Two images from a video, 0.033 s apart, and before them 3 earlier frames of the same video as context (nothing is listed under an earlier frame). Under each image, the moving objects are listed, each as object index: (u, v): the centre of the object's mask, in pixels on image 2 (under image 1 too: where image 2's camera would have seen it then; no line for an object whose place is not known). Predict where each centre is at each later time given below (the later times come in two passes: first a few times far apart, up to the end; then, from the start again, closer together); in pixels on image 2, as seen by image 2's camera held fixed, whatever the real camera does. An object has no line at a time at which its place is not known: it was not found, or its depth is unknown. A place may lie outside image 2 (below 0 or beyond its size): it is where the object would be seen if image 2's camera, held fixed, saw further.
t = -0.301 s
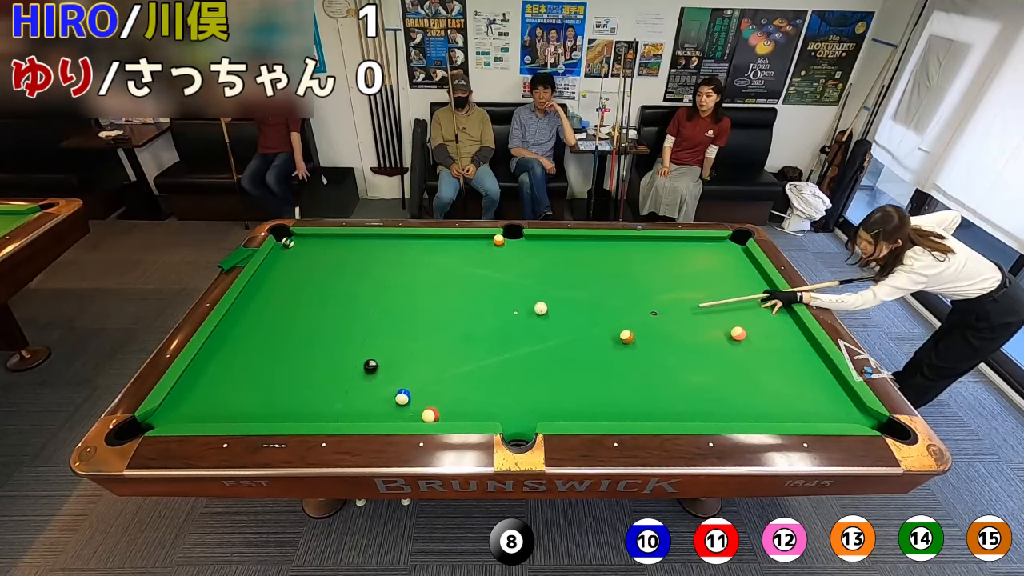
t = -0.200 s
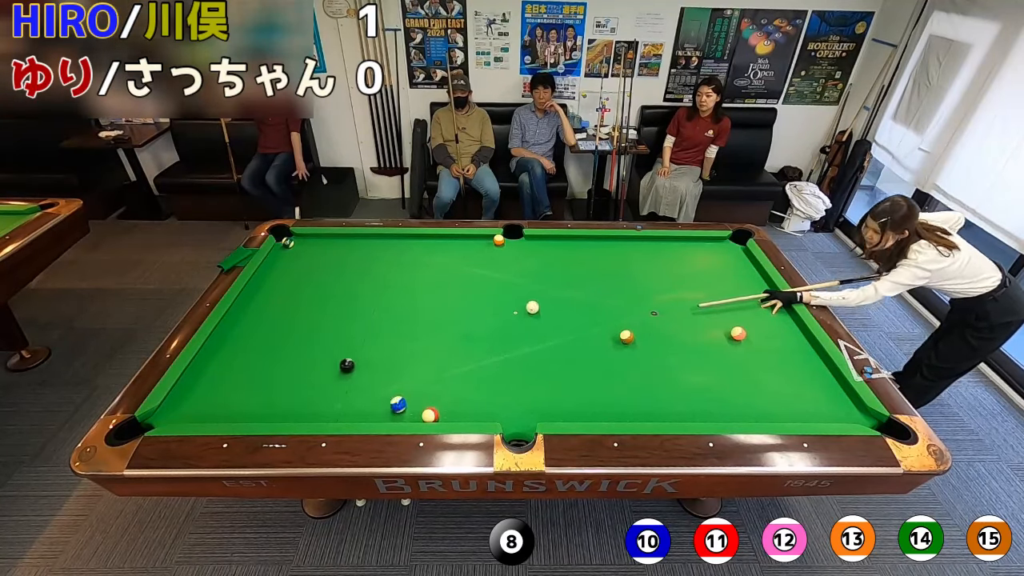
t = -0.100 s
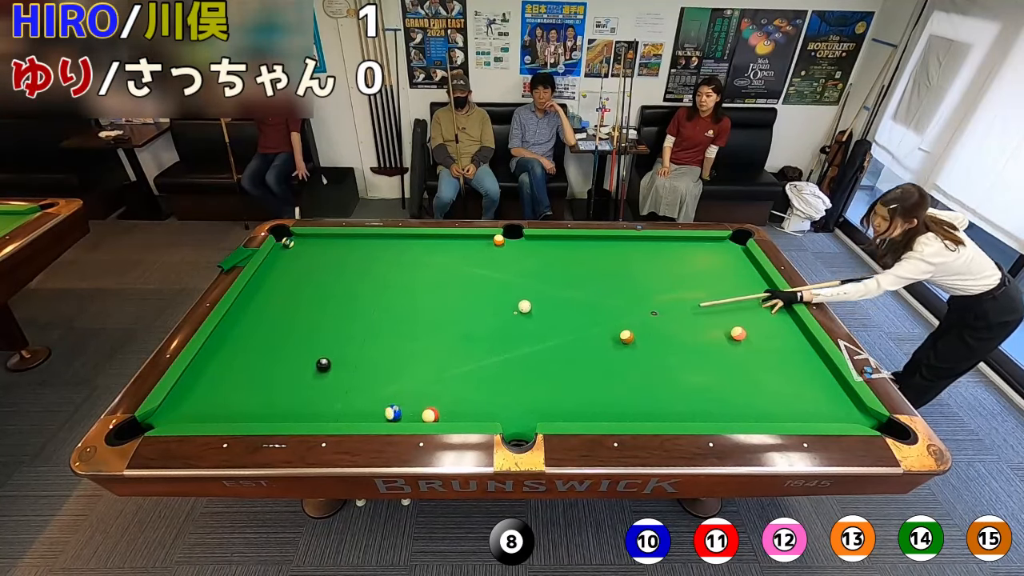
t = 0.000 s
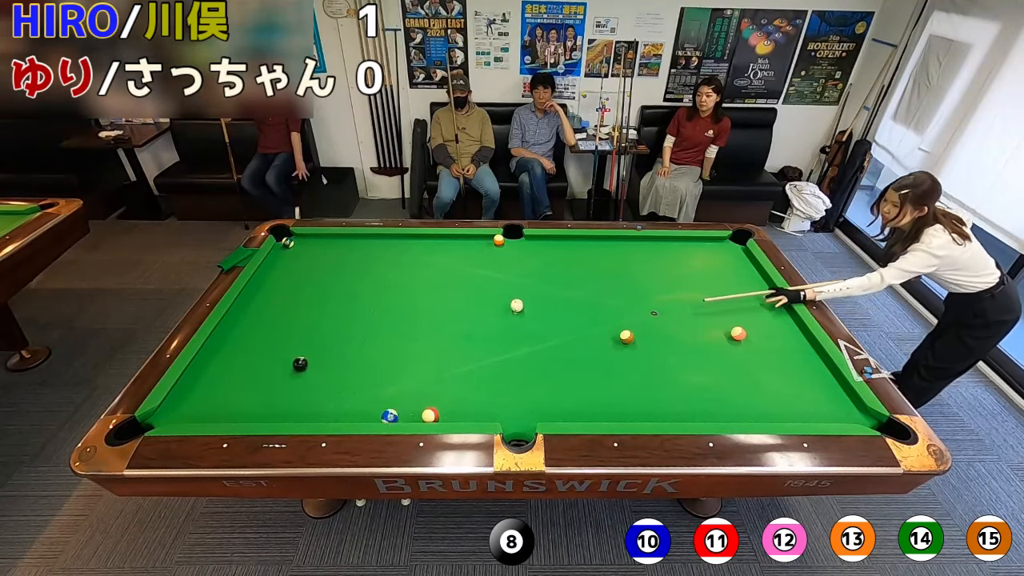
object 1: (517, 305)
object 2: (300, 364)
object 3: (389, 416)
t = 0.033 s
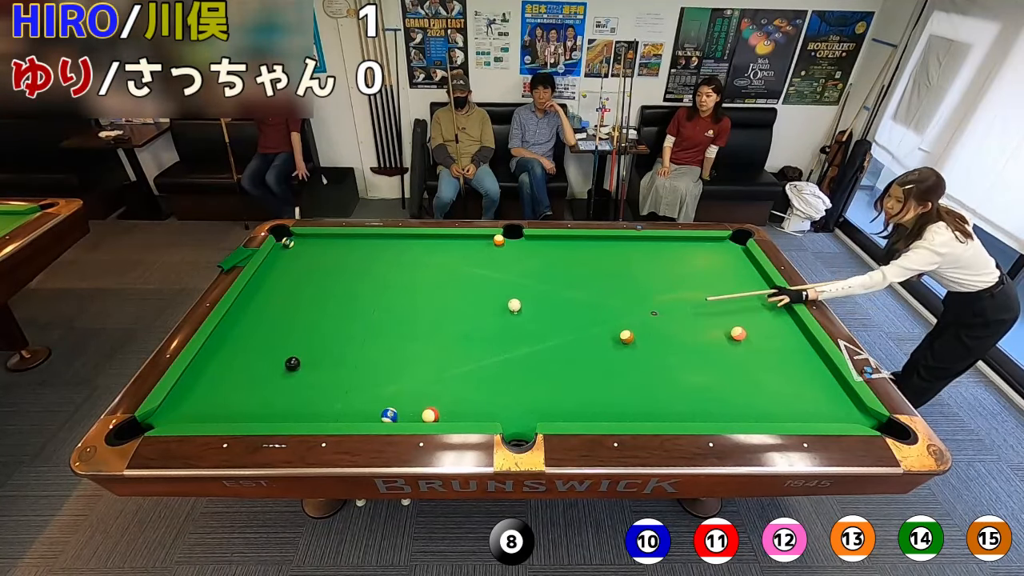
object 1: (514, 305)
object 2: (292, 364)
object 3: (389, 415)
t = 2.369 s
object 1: (395, 293)
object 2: (388, 348)
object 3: (374, 371)
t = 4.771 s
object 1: (370, 291)
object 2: (500, 338)
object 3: (374, 371)
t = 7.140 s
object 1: (370, 291)
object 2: (510, 337)
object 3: (374, 371)
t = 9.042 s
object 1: (370, 291)
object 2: (511, 338)
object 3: (374, 371)
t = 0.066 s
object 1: (512, 305)
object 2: (284, 363)
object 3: (389, 414)
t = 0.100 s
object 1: (509, 305)
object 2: (277, 363)
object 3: (388, 414)
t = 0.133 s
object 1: (507, 304)
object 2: (269, 363)
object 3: (388, 412)
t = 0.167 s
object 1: (504, 304)
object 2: (261, 363)
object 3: (388, 411)
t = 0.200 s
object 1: (502, 304)
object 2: (254, 363)
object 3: (387, 410)
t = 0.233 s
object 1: (500, 303)
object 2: (246, 362)
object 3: (387, 408)
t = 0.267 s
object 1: (497, 303)
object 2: (239, 362)
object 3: (386, 407)
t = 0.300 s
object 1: (495, 303)
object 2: (232, 362)
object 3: (386, 406)
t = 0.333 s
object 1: (492, 303)
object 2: (224, 362)
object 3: (385, 405)
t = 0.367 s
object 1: (490, 302)
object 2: (217, 361)
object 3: (385, 404)
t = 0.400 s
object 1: (488, 302)
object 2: (209, 361)
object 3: (385, 402)
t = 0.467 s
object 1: (484, 301)
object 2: (198, 361)
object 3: (384, 400)
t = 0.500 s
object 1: (481, 301)
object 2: (203, 361)
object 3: (384, 399)
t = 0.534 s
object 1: (479, 301)
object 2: (207, 360)
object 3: (384, 398)
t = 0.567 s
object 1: (477, 301)
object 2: (211, 360)
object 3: (383, 397)
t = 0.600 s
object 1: (475, 301)
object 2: (216, 360)
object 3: (383, 396)
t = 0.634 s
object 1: (473, 300)
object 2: (220, 359)
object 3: (383, 395)
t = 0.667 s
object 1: (471, 300)
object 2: (223, 359)
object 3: (383, 394)
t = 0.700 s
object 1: (469, 300)
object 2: (228, 359)
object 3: (383, 393)
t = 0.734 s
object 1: (467, 300)
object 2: (232, 359)
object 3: (382, 392)
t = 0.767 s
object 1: (465, 299)
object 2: (236, 359)
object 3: (382, 391)
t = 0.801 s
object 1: (463, 299)
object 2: (239, 358)
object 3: (382, 390)
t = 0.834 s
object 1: (461, 299)
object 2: (243, 358)
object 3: (381, 390)
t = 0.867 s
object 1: (459, 299)
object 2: (247, 358)
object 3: (381, 389)
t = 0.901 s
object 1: (457, 299)
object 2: (251, 358)
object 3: (381, 388)
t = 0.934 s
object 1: (455, 298)
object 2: (255, 357)
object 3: (381, 387)
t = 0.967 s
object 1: (453, 298)
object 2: (259, 357)
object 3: (380, 386)
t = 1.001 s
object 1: (451, 298)
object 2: (262, 357)
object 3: (380, 385)
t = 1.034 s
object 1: (449, 298)
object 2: (266, 357)
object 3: (380, 385)
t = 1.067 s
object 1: (447, 298)
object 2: (270, 356)
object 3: (380, 384)
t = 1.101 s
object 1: (446, 298)
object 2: (274, 356)
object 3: (380, 383)
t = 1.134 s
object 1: (444, 297)
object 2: (277, 356)
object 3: (380, 383)
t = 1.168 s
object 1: (442, 297)
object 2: (280, 356)
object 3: (379, 382)
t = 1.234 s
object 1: (439, 297)
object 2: (287, 355)
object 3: (379, 381)
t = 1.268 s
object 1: (437, 297)
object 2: (291, 355)
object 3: (379, 380)
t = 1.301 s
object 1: (435, 296)
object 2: (295, 354)
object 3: (379, 379)
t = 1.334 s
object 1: (434, 296)
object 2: (298, 354)
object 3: (378, 379)
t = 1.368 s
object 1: (432, 296)
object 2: (301, 354)
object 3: (378, 379)
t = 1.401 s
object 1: (431, 296)
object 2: (305, 354)
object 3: (378, 378)
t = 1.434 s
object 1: (429, 296)
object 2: (308, 353)
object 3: (378, 378)
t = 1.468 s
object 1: (427, 296)
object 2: (311, 353)
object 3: (378, 377)
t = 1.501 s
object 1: (426, 296)
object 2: (315, 353)
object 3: (377, 377)
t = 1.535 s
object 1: (424, 295)
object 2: (318, 353)
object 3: (377, 376)
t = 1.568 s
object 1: (423, 295)
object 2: (321, 353)
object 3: (377, 376)
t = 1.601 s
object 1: (421, 295)
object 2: (324, 352)
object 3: (377, 376)
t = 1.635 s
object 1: (420, 295)
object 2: (327, 352)
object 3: (377, 375)
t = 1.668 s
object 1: (419, 295)
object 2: (330, 352)
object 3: (376, 375)
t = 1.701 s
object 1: (417, 295)
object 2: (334, 352)
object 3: (376, 374)
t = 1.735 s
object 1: (416, 295)
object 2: (337, 351)
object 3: (376, 374)
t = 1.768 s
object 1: (415, 294)
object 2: (340, 351)
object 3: (376, 374)
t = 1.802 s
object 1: (413, 294)
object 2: (343, 351)
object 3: (376, 374)
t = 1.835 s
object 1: (412, 294)
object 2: (345, 351)
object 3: (376, 373)
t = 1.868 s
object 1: (411, 294)
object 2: (348, 351)
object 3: (376, 373)
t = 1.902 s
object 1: (410, 294)
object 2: (351, 350)
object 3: (376, 373)
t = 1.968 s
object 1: (407, 294)
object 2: (357, 350)
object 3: (375, 372)
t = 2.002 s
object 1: (406, 294)
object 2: (360, 350)
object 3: (375, 372)
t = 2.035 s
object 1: (405, 294)
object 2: (362, 349)
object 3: (375, 372)
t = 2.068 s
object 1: (404, 294)
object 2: (365, 349)
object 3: (375, 372)
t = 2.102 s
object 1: (403, 294)
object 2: (368, 349)
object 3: (374, 372)
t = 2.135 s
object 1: (402, 293)
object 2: (370, 349)
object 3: (374, 372)
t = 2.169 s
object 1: (401, 293)
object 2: (373, 349)
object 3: (374, 372)
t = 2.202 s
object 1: (400, 293)
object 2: (376, 348)
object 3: (374, 371)
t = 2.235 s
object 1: (399, 293)
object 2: (378, 348)
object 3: (374, 372)
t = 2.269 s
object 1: (397, 293)
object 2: (381, 348)
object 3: (374, 371)
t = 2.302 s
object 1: (397, 293)
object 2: (383, 348)
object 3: (374, 371)
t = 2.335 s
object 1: (396, 293)
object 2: (386, 348)
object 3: (374, 371)
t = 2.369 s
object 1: (395, 293)
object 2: (388, 348)
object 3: (374, 371)
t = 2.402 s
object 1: (394, 293)
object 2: (390, 348)
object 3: (374, 371)
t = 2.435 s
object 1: (393, 293)
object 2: (393, 347)
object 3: (374, 371)
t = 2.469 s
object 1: (392, 293)
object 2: (395, 347)
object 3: (374, 371)
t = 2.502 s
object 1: (391, 292)
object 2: (398, 347)
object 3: (374, 371)
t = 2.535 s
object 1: (390, 292)
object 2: (400, 347)
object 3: (374, 371)
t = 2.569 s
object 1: (389, 292)
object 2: (402, 346)
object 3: (374, 371)
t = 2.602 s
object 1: (388, 292)
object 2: (404, 346)
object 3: (374, 371)
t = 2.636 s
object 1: (388, 292)
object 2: (407, 346)
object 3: (374, 371)
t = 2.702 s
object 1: (386, 292)
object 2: (411, 346)
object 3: (374, 371)
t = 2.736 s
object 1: (385, 292)
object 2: (413, 346)
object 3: (374, 371)
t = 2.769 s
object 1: (385, 292)
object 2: (415, 346)
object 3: (374, 371)
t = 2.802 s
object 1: (384, 292)
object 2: (417, 346)
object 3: (374, 371)
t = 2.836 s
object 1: (383, 292)
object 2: (420, 345)
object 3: (374, 371)
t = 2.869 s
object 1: (383, 292)
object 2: (422, 345)
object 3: (374, 371)
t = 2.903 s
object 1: (382, 292)
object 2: (424, 345)
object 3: (374, 371)
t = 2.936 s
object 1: (381, 292)
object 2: (426, 345)
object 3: (374, 371)
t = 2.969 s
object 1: (381, 292)
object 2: (428, 345)
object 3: (374, 371)
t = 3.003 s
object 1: (380, 292)
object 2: (430, 345)
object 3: (374, 371)
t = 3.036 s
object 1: (379, 292)
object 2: (432, 345)
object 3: (374, 371)
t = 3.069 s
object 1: (379, 292)
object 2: (434, 344)
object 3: (374, 371)
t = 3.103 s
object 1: (378, 291)
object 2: (436, 344)
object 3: (374, 371)
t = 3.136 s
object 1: (378, 291)
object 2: (437, 344)
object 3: (374, 371)
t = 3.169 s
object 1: (377, 291)
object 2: (439, 344)
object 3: (374, 371)
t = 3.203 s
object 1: (377, 291)
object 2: (441, 344)
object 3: (374, 371)
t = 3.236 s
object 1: (376, 291)
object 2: (443, 344)
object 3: (374, 371)
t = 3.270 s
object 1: (376, 291)
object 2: (445, 344)
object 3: (374, 371)
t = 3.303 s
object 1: (375, 291)
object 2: (446, 344)
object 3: (374, 371)
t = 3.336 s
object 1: (375, 291)
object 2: (448, 343)
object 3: (374, 371)
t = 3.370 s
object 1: (375, 291)
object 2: (450, 343)
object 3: (374, 371)
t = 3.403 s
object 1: (374, 291)
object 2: (452, 343)
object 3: (374, 371)
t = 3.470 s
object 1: (374, 291)
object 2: (455, 343)
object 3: (374, 371)
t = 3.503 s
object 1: (373, 291)
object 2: (456, 343)
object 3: (374, 371)
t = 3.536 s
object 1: (373, 291)
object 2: (458, 342)
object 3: (374, 371)
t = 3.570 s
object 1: (373, 291)
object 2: (460, 342)
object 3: (374, 371)
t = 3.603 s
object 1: (372, 291)
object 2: (461, 342)
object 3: (374, 371)
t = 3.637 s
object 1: (372, 291)
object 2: (463, 342)
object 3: (374, 371)
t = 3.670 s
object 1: (372, 291)
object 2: (464, 342)
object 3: (374, 371)
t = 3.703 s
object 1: (372, 291)
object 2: (466, 342)
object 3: (374, 371)
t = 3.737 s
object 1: (371, 291)
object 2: (467, 342)
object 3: (374, 371)
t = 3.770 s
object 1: (371, 291)
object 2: (469, 341)
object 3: (374, 371)
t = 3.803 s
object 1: (371, 291)
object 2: (470, 341)
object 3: (374, 371)
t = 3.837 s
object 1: (371, 291)
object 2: (472, 341)
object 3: (374, 371)
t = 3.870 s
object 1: (371, 291)
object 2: (473, 341)
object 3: (374, 371)
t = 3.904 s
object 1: (371, 291)
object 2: (474, 341)
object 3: (374, 371)
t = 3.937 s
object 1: (371, 291)
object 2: (476, 341)
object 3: (374, 371)
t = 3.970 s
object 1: (370, 291)
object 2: (477, 341)
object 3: (374, 371)
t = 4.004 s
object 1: (370, 291)
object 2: (478, 341)
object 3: (374, 371)
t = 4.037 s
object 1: (370, 291)
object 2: (479, 340)
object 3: (374, 371)
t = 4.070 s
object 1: (370, 291)
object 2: (480, 340)
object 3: (374, 371)
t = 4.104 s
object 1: (370, 291)
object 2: (482, 340)
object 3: (374, 371)
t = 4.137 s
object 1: (370, 291)
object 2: (483, 340)
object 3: (374, 371)
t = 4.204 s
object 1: (370, 291)
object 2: (485, 340)
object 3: (374, 371)
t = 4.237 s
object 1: (370, 291)
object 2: (486, 340)
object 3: (374, 371)
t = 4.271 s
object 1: (370, 291)
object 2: (487, 340)
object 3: (374, 371)
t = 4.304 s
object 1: (370, 291)
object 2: (488, 340)
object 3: (374, 371)
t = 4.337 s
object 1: (370, 291)
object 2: (489, 340)
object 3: (374, 371)
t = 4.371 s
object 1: (370, 291)
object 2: (490, 339)
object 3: (374, 371)
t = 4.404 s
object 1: (370, 291)
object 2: (491, 339)
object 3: (374, 371)
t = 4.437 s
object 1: (370, 291)
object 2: (492, 339)
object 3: (374, 371)
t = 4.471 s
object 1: (370, 291)
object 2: (493, 339)
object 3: (374, 371)
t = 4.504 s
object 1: (370, 291)
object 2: (494, 339)
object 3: (374, 371)
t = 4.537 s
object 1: (370, 291)
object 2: (494, 339)
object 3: (374, 371)
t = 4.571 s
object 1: (370, 291)
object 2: (495, 339)
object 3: (374, 371)
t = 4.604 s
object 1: (370, 291)
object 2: (496, 339)
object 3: (374, 371)
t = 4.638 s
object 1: (370, 291)
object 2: (497, 339)
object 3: (374, 371)
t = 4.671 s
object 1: (370, 291)
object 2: (498, 338)
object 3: (374, 371)
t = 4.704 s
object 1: (370, 291)
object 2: (499, 338)
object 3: (374, 371)
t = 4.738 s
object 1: (370, 291)
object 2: (499, 338)
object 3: (374, 371)
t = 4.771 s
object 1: (370, 291)
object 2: (500, 338)
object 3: (374, 371)
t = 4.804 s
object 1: (370, 291)
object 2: (501, 338)
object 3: (374, 371)
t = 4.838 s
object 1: (370, 291)
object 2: (501, 338)
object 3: (374, 371)
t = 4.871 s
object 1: (370, 291)
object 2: (502, 338)
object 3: (374, 371)
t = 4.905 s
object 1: (370, 291)
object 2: (503, 338)
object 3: (374, 371)
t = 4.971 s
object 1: (370, 291)
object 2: (504, 338)
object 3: (374, 371)
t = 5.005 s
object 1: (370, 291)
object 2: (504, 337)
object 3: (374, 371)
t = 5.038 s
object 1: (370, 291)
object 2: (505, 338)
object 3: (374, 371)
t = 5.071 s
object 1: (370, 291)
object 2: (505, 337)
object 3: (374, 371)
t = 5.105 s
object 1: (370, 291)
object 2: (506, 337)
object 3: (374, 371)
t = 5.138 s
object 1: (370, 291)
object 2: (506, 337)
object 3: (374, 371)
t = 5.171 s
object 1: (370, 291)
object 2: (507, 337)
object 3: (374, 371)
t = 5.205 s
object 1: (370, 291)
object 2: (507, 337)
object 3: (374, 371)
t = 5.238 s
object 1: (370, 291)
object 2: (508, 337)
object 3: (374, 371)
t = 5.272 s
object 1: (370, 291)
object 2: (508, 337)
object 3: (374, 371)
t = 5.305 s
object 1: (370, 291)
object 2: (508, 337)
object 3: (374, 371)
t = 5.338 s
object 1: (370, 291)
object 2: (509, 337)
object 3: (374, 371)
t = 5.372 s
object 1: (370, 291)
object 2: (509, 337)
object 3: (374, 371)
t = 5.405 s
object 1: (370, 291)
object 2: (509, 337)
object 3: (374, 371)
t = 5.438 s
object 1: (370, 291)
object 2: (509, 337)
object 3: (374, 371)
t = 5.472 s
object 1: (370, 291)
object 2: (509, 337)
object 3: (374, 371)
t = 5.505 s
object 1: (370, 291)
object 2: (510, 337)
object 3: (374, 371)
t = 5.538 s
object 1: (370, 291)
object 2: (510, 337)
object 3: (374, 371)
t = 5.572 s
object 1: (370, 291)
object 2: (510, 337)
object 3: (374, 371)
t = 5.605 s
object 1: (370, 291)
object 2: (510, 337)
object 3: (374, 371)
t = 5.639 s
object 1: (370, 291)
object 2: (510, 337)
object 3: (374, 371)
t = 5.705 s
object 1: (370, 291)
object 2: (511, 337)
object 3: (374, 371)
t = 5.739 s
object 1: (370, 291)
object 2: (511, 337)
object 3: (374, 371)
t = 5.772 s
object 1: (370, 291)
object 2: (511, 337)
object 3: (374, 371)
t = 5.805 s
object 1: (370, 291)
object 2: (511, 337)
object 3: (374, 371)
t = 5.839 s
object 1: (370, 291)
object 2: (511, 337)
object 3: (374, 371)
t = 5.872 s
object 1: (370, 291)
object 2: (511, 337)
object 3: (374, 371)
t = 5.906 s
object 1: (370, 291)
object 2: (511, 337)
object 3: (374, 371)
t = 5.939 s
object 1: (370, 291)
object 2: (511, 337)
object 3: (374, 371)
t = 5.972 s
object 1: (370, 291)
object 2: (511, 337)
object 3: (374, 371)
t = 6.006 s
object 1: (370, 291)
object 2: (511, 337)
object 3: (374, 371)
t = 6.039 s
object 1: (370, 291)
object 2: (511, 337)
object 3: (374, 371)
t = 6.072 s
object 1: (370, 291)
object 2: (511, 337)
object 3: (374, 371)
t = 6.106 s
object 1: (370, 291)
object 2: (511, 337)
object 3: (374, 371)
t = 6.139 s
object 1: (370, 291)
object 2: (511, 337)
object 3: (374, 371)
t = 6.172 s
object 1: (370, 291)
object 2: (511, 337)
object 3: (374, 371)
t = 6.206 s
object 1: (370, 291)
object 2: (511, 337)
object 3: (374, 371)
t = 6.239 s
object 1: (370, 291)
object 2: (511, 337)
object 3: (374, 371)
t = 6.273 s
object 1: (370, 291)
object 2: (511, 337)
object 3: (374, 371)
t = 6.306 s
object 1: (370, 291)
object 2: (511, 337)
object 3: (374, 371)
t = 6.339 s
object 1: (370, 291)
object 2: (511, 337)
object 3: (374, 371)
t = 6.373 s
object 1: (370, 291)
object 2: (511, 337)
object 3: (374, 371)
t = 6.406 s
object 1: (370, 291)
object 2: (511, 337)
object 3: (374, 371)
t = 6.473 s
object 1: (370, 291)
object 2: (511, 337)
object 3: (374, 371)
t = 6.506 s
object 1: (370, 291)
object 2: (511, 337)
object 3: (374, 371)
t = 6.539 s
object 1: (370, 291)
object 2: (511, 337)
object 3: (374, 371)
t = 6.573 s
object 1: (370, 291)
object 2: (511, 337)
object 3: (374, 371)
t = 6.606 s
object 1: (370, 291)
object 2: (511, 337)
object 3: (374, 371)
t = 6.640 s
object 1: (370, 291)
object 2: (511, 337)
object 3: (374, 371)
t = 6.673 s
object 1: (370, 291)
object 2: (511, 337)
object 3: (374, 371)
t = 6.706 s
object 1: (370, 291)
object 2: (511, 337)
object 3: (374, 371)
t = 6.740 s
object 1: (370, 291)
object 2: (511, 337)
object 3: (374, 371)
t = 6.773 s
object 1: (370, 291)
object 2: (511, 337)
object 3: (374, 371)
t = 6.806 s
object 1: (370, 291)
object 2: (511, 337)
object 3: (374, 371)
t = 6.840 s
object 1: (370, 291)
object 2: (511, 337)
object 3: (374, 371)
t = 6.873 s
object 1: (370, 291)
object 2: (511, 337)
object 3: (374, 371)
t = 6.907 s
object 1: (370, 291)
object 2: (511, 337)
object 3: (374, 371)
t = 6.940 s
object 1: (370, 291)
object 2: (511, 337)
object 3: (374, 371)
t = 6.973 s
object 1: (370, 291)
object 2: (511, 337)
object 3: (374, 371)
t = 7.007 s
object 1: (370, 291)
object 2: (511, 337)
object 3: (374, 371)
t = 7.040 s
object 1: (370, 291)
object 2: (511, 337)
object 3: (374, 371)
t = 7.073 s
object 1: (370, 291)
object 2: (511, 337)
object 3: (374, 371)
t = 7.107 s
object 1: (370, 291)
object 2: (510, 337)
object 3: (374, 371)
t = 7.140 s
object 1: (370, 291)
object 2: (510, 337)
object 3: (374, 371)
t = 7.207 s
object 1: (370, 291)
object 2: (511, 337)
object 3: (374, 371)
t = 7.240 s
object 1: (370, 291)
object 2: (511, 337)
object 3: (374, 371)
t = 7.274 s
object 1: (370, 291)
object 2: (511, 337)
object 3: (374, 371)
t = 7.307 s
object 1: (370, 291)
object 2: (511, 337)
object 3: (374, 371)
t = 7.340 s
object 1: (370, 291)
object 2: (511, 337)
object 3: (374, 371)
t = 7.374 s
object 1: (370, 291)
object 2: (511, 337)
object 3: (374, 371)
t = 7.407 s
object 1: (370, 291)
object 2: (511, 337)
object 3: (374, 371)
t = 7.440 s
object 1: (370, 291)
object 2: (511, 337)
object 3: (374, 371)
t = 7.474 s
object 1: (370, 291)
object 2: (511, 337)
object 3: (374, 371)
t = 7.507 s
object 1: (370, 291)
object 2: (511, 337)
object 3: (374, 371)
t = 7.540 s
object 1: (370, 291)
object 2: (511, 337)
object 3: (374, 371)
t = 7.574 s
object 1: (370, 291)
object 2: (511, 337)
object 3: (374, 371)
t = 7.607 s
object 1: (370, 291)
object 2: (511, 337)
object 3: (374, 371)
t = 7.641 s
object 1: (370, 291)
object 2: (511, 337)
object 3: (374, 371)
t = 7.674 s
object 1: (370, 291)
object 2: (511, 337)
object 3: (374, 371)
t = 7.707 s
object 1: (370, 291)
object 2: (511, 337)
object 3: (374, 371)
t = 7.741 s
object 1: (370, 291)
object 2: (511, 337)
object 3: (374, 371)
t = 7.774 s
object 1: (370, 291)
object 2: (510, 337)
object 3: (374, 371)
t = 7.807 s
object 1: (370, 291)
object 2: (510, 337)
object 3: (374, 371)
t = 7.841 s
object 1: (370, 291)
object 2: (510, 337)
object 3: (374, 371)
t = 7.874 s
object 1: (370, 291)
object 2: (510, 337)
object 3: (374, 371)
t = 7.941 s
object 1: (370, 291)
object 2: (511, 337)
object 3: (374, 371)
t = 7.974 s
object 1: (370, 291)
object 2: (511, 337)
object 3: (374, 371)
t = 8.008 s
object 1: (370, 291)
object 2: (511, 337)
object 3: (374, 371)
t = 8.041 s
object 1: (370, 291)
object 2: (511, 337)
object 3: (374, 371)
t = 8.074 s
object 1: (370, 291)
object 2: (511, 337)
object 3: (374, 371)
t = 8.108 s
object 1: (370, 291)
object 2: (511, 337)
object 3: (374, 371)
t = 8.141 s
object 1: (370, 291)
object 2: (511, 337)
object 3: (374, 371)
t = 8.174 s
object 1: (370, 291)
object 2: (510, 337)
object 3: (374, 371)
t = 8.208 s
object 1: (370, 291)
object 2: (511, 337)
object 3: (374, 371)
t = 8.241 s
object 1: (370, 291)
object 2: (510, 337)
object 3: (374, 371)
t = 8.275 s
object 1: (370, 291)
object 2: (511, 337)
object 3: (374, 371)
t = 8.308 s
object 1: (370, 291)
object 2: (511, 337)
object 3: (374, 371)
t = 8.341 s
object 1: (370, 291)
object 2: (511, 337)
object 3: (374, 371)
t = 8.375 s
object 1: (370, 291)
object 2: (511, 337)
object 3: (374, 371)
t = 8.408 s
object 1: (370, 291)
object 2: (511, 337)
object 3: (374, 371)
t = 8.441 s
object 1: (370, 291)
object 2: (511, 337)
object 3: (374, 371)
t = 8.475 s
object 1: (370, 291)
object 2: (511, 337)
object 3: (374, 371)
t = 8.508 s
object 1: (370, 291)
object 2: (511, 338)
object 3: (374, 371)
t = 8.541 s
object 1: (370, 291)
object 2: (511, 338)
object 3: (374, 371)
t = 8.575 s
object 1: (370, 291)
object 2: (511, 338)
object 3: (374, 371)
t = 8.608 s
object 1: (370, 291)
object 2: (511, 338)
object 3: (374, 371)
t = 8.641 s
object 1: (370, 291)
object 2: (511, 338)
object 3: (374, 371)
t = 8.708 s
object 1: (370, 291)
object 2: (511, 338)
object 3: (374, 371)
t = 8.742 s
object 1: (370, 291)
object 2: (511, 338)
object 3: (374, 371)
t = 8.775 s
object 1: (370, 291)
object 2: (511, 338)
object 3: (374, 371)
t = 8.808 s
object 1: (370, 291)
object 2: (511, 338)
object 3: (374, 371)
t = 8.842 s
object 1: (370, 291)
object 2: (511, 338)
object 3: (374, 371)
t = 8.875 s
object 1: (370, 291)
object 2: (511, 338)
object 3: (374, 371)
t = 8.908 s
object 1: (370, 291)
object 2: (511, 338)
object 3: (374, 371)
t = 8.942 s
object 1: (370, 291)
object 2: (511, 338)
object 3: (374, 371)
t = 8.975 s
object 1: (370, 291)
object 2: (511, 338)
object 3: (374, 371)
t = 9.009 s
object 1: (370, 291)
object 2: (511, 338)
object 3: (374, 371)
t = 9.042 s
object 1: (370, 291)
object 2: (511, 338)
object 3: (374, 371)
